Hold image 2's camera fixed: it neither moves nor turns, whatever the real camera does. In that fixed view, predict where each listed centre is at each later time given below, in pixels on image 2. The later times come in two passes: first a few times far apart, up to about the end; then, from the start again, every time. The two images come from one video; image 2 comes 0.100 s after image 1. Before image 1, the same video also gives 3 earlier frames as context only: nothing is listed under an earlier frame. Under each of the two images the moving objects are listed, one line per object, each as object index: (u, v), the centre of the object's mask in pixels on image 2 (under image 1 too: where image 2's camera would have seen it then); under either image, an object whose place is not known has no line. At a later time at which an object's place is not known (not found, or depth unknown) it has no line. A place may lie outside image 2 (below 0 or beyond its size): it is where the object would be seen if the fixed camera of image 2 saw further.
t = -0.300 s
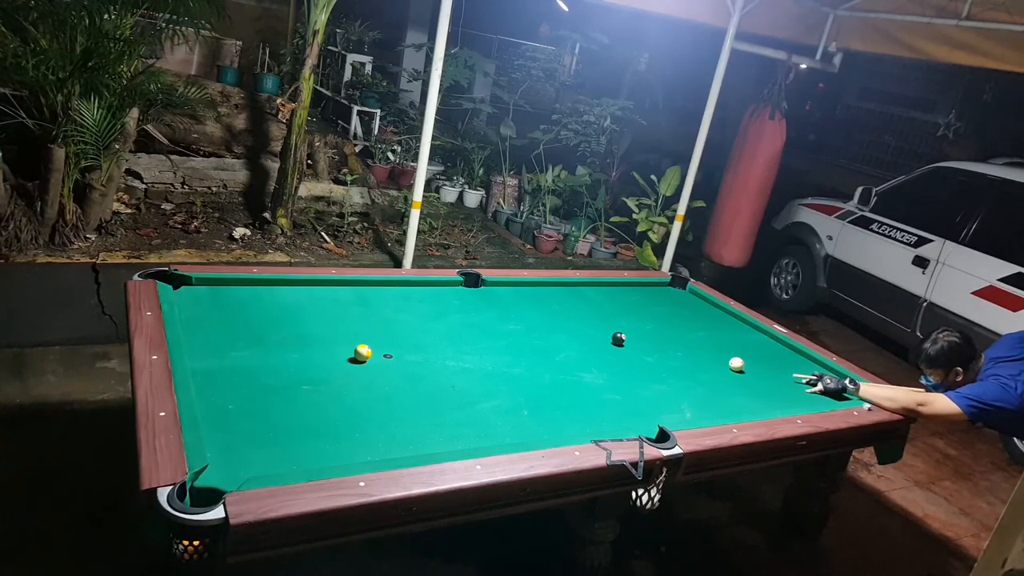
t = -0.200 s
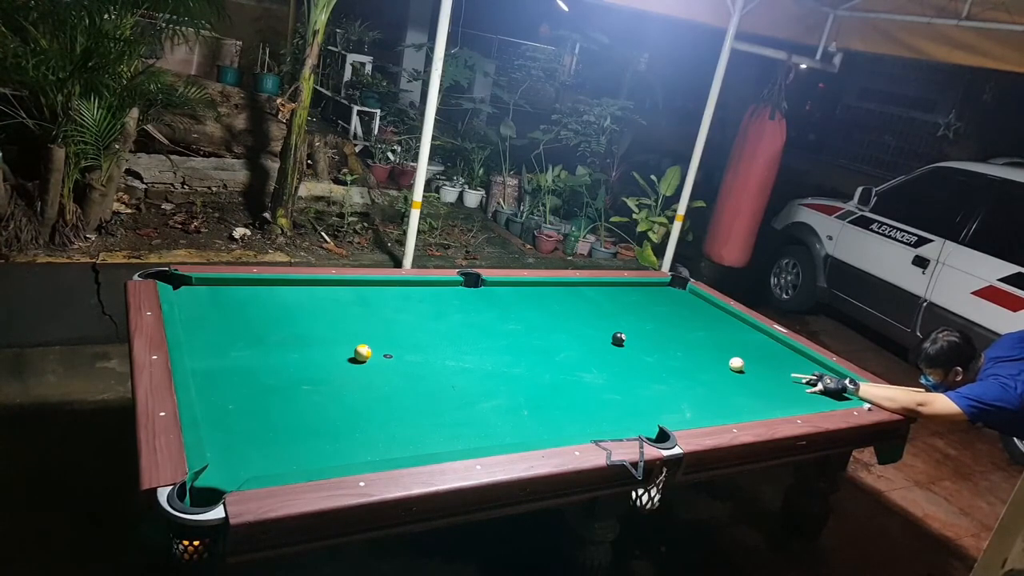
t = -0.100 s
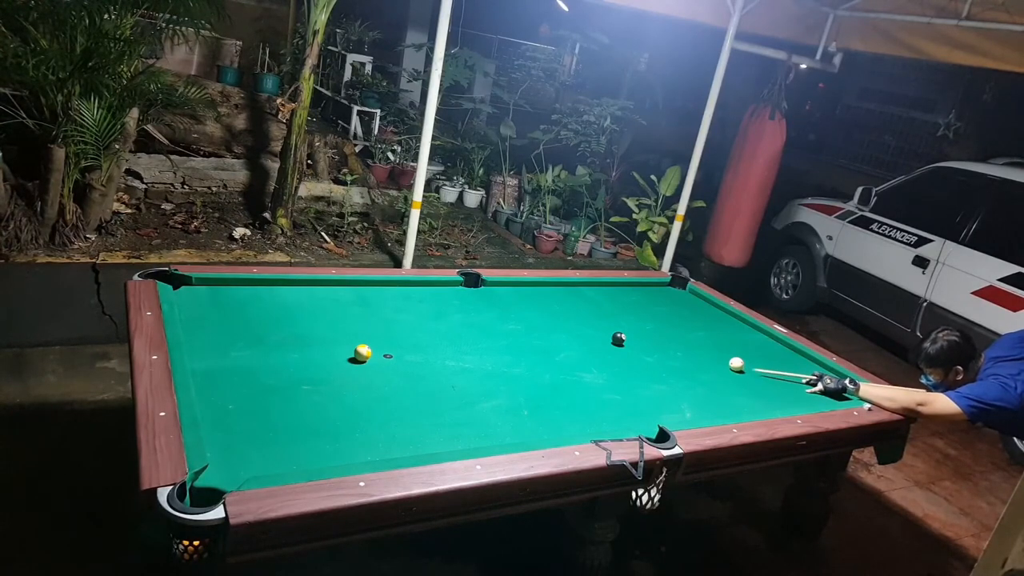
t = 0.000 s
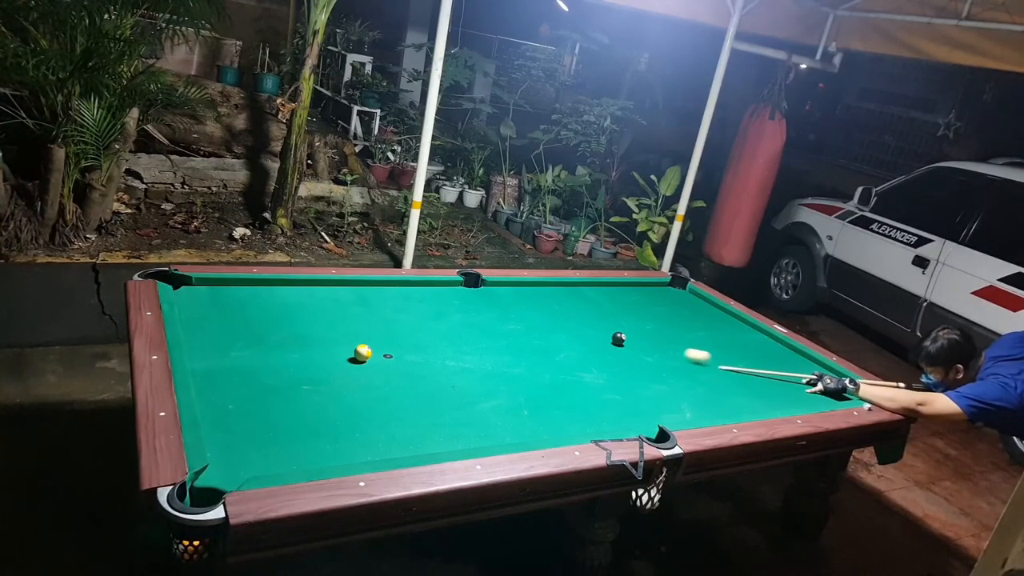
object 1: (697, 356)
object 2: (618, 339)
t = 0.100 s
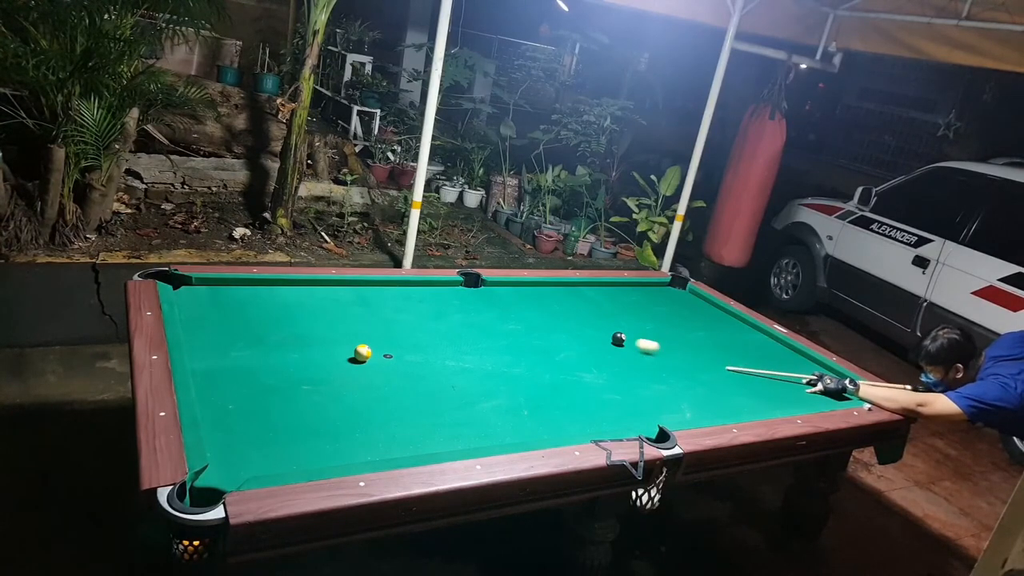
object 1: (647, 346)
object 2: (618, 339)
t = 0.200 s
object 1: (626, 346)
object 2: (597, 330)
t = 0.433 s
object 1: (617, 356)
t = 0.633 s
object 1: (610, 364)
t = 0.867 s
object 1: (602, 374)
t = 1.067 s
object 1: (595, 383)
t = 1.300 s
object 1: (586, 393)
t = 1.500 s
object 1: (579, 402)
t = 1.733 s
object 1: (570, 413)
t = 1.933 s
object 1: (562, 422)
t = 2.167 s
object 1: (553, 431)
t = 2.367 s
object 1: (542, 431)
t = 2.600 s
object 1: (529, 430)
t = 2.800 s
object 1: (519, 428)
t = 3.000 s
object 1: (510, 426)
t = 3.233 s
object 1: (501, 424)
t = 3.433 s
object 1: (494, 423)
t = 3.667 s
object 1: (487, 421)
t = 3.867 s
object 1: (484, 421)
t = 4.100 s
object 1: (481, 420)
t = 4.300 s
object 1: (481, 420)
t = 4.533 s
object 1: (481, 420)
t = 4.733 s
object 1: (481, 420)
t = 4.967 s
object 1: (481, 420)
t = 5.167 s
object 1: (481, 420)
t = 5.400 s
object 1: (481, 420)
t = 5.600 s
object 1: (481, 420)
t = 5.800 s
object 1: (481, 420)
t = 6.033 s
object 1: (481, 420)
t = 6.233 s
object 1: (481, 419)
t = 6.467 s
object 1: (481, 419)
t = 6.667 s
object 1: (481, 419)
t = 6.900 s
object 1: (481, 420)
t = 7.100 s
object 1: (481, 419)
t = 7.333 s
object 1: (481, 419)
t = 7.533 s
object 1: (481, 419)
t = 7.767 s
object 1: (481, 419)
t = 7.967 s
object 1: (481, 419)
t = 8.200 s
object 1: (481, 419)
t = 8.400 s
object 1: (481, 419)
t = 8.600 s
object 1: (481, 419)
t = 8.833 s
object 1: (481, 419)
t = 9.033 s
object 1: (481, 419)
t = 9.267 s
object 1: (481, 419)
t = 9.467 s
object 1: (481, 419)
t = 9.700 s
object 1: (481, 419)
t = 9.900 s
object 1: (481, 419)
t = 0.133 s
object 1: (634, 344)
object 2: (617, 338)
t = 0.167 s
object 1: (628, 345)
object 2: (609, 334)
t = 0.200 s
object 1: (626, 346)
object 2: (597, 330)
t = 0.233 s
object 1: (624, 348)
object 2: (587, 327)
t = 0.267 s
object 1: (623, 349)
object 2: (578, 323)
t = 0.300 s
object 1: (621, 351)
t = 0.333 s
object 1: (620, 352)
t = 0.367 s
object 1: (619, 353)
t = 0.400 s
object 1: (618, 354)
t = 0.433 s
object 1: (617, 356)
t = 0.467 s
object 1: (616, 357)
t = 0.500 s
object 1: (615, 359)
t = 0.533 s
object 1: (613, 360)
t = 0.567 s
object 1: (612, 361)
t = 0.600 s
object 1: (611, 363)
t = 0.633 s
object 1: (610, 364)
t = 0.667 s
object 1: (609, 365)
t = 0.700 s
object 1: (608, 367)
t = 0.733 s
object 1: (606, 368)
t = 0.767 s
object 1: (605, 370)
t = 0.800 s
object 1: (604, 371)
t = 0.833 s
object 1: (603, 373)
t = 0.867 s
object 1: (602, 374)
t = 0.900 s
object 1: (600, 375)
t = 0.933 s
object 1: (599, 377)
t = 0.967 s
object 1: (598, 378)
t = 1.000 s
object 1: (597, 380)
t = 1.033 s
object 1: (596, 381)
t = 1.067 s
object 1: (595, 383)
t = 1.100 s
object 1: (593, 384)
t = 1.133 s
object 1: (592, 385)
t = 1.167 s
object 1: (591, 387)
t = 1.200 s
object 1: (590, 388)
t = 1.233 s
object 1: (589, 390)
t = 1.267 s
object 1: (587, 391)
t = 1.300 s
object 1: (586, 393)
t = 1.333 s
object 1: (585, 394)
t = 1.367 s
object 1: (584, 396)
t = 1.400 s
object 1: (582, 397)
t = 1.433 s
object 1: (581, 399)
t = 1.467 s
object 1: (580, 400)
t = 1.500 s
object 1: (579, 402)
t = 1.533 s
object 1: (577, 403)
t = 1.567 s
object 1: (576, 405)
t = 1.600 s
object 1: (575, 406)
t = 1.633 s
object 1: (574, 408)
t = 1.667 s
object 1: (573, 410)
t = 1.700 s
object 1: (571, 411)
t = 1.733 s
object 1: (570, 413)
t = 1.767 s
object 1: (569, 414)
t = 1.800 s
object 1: (568, 416)
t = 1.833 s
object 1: (566, 417)
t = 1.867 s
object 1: (565, 419)
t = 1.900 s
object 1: (564, 420)
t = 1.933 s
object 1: (562, 422)
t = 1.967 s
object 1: (561, 424)
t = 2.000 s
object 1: (560, 425)
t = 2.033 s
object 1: (559, 426)
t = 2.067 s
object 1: (557, 427)
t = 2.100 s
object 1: (556, 429)
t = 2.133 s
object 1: (554, 430)
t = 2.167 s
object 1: (553, 431)
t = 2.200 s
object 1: (552, 432)
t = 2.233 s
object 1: (550, 432)
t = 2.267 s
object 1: (548, 432)
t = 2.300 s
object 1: (546, 432)
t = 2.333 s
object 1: (544, 432)
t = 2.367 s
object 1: (542, 431)
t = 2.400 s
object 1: (540, 431)
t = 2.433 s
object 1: (538, 431)
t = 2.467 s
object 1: (536, 431)
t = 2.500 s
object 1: (534, 431)
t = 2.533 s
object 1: (533, 431)
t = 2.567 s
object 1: (531, 430)
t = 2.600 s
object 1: (529, 430)
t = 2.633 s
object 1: (527, 430)
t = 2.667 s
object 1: (526, 429)
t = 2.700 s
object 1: (524, 429)
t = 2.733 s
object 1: (522, 429)
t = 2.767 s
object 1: (521, 428)
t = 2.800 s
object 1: (519, 428)
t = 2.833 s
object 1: (518, 428)
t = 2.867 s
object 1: (516, 427)
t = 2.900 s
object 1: (514, 427)
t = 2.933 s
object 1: (513, 427)
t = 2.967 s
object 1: (512, 426)
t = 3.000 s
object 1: (510, 426)
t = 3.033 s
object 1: (509, 426)
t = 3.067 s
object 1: (507, 425)
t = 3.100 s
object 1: (506, 425)
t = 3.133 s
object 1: (505, 425)
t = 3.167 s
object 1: (503, 425)
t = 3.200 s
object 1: (502, 424)
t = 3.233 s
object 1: (501, 424)
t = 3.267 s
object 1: (499, 424)
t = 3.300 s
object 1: (498, 424)
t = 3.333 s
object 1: (497, 423)
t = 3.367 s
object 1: (496, 423)
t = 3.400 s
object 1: (495, 423)
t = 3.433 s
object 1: (494, 423)
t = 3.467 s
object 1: (492, 422)
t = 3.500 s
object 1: (491, 422)
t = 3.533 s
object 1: (490, 422)
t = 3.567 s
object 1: (490, 422)
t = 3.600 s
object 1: (489, 422)
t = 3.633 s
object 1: (488, 421)
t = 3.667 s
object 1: (487, 421)
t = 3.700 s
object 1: (486, 421)
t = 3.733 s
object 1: (486, 421)
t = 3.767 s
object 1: (485, 421)
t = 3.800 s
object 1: (485, 421)
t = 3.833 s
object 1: (484, 421)
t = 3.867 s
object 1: (484, 421)
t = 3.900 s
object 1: (483, 421)
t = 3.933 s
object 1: (483, 420)
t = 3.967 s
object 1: (482, 420)
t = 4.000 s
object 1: (482, 420)
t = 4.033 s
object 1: (482, 420)
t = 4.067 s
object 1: (482, 420)
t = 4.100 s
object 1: (481, 420)
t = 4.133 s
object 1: (481, 420)
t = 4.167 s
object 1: (481, 420)
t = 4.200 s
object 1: (481, 420)
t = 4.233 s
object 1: (481, 420)
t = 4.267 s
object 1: (481, 420)
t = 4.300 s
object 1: (481, 420)
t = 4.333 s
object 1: (481, 420)
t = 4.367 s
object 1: (481, 420)
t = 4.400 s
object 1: (481, 420)
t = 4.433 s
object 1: (481, 420)
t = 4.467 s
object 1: (481, 420)
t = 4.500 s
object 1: (481, 420)
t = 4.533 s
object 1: (481, 420)
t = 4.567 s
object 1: (481, 420)
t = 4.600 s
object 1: (481, 420)
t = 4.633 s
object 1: (481, 420)
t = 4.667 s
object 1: (481, 420)
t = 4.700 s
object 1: (481, 420)
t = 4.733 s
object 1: (481, 420)
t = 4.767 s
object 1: (481, 420)
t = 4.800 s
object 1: (481, 420)
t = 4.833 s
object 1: (481, 420)
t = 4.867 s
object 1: (481, 420)
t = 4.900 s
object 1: (481, 420)
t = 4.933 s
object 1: (481, 420)
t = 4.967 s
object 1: (481, 420)
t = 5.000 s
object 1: (481, 420)
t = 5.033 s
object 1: (481, 420)
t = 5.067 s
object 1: (481, 420)
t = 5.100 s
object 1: (481, 420)
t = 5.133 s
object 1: (481, 420)
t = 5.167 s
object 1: (481, 420)
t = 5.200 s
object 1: (481, 420)
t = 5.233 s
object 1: (481, 420)
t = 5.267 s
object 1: (481, 420)
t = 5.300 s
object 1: (481, 420)
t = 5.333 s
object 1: (481, 420)
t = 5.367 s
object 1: (481, 420)
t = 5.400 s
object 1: (481, 420)
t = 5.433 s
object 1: (481, 420)
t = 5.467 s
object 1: (481, 420)
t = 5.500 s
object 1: (481, 420)
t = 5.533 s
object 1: (481, 420)
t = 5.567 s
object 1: (481, 420)
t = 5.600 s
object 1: (481, 420)
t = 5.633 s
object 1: (481, 420)
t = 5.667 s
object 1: (481, 420)
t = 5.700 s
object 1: (481, 420)
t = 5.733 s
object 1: (481, 420)
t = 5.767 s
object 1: (481, 420)
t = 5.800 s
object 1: (481, 420)
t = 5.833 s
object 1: (481, 420)
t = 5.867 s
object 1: (481, 420)
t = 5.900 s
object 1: (481, 420)
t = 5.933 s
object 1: (481, 420)
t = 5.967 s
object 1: (481, 420)
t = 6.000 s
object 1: (481, 420)
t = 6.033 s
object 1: (481, 420)
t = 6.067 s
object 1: (481, 420)
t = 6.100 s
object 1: (481, 420)
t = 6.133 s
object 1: (481, 420)
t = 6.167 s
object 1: (481, 420)
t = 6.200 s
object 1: (481, 420)
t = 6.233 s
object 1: (481, 419)
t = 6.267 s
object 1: (481, 419)
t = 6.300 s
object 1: (481, 419)
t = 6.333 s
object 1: (481, 419)
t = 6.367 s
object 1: (481, 419)
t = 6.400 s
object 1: (481, 419)
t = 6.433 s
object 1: (481, 420)
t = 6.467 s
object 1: (481, 419)
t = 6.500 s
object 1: (481, 419)
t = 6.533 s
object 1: (481, 419)
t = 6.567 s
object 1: (481, 419)
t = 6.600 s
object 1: (481, 420)
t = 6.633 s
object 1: (481, 420)
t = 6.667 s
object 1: (481, 419)
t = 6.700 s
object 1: (481, 420)
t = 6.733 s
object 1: (481, 420)
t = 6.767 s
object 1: (481, 420)
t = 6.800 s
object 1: (481, 419)
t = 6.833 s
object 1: (481, 419)
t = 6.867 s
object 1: (481, 420)
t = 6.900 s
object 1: (481, 420)
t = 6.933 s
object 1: (481, 420)
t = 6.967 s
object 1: (481, 420)
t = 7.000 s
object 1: (481, 419)
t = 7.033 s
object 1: (481, 419)
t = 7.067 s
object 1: (481, 420)
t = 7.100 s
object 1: (481, 419)
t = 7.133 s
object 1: (481, 419)
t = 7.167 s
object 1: (481, 419)
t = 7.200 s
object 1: (481, 419)
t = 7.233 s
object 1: (481, 419)
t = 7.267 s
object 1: (481, 420)
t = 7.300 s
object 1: (481, 419)
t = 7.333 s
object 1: (481, 419)
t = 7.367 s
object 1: (481, 419)
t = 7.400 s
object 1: (481, 419)
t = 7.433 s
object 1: (481, 419)
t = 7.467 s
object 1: (481, 419)
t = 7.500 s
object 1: (481, 419)
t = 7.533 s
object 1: (481, 419)
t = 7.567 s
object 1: (481, 419)
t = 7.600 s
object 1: (481, 419)
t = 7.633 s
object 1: (481, 419)
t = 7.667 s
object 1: (481, 419)
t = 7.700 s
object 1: (481, 419)
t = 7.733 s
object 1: (481, 419)
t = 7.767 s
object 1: (481, 419)
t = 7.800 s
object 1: (481, 419)
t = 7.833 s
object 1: (481, 419)
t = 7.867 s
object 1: (481, 419)
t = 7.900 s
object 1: (481, 419)
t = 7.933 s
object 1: (481, 419)
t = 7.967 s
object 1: (481, 419)
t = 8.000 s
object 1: (481, 419)
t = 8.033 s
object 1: (481, 419)
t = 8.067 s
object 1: (481, 419)
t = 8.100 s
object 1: (481, 419)
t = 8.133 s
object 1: (481, 419)
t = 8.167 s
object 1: (481, 419)
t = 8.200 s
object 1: (481, 419)
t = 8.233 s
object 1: (481, 419)
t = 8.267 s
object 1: (481, 419)
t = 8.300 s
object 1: (481, 419)
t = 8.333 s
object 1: (481, 419)
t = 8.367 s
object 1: (481, 419)
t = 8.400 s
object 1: (481, 419)
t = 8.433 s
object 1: (481, 419)
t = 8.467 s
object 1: (481, 419)
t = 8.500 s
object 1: (481, 419)
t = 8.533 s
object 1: (481, 419)
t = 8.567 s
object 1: (481, 419)
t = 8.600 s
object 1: (481, 419)
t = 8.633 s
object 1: (481, 419)
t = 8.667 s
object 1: (481, 419)
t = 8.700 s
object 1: (481, 419)
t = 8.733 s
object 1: (481, 419)
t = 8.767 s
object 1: (481, 419)
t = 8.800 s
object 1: (481, 419)
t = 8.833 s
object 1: (481, 419)
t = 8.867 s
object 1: (481, 419)
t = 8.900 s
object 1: (481, 419)
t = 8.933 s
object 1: (481, 419)
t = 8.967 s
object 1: (481, 419)
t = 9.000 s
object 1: (481, 419)
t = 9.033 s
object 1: (481, 419)
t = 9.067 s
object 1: (481, 419)
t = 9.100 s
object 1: (481, 419)
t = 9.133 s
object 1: (481, 419)
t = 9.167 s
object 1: (481, 419)
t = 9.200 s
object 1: (481, 419)
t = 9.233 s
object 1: (481, 419)
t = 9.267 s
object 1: (481, 419)
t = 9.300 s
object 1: (481, 419)
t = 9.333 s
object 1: (481, 419)
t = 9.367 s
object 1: (481, 419)
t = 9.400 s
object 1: (481, 419)
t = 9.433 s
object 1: (481, 419)
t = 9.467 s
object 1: (481, 419)
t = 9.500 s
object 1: (481, 419)
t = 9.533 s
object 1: (481, 419)
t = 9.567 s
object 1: (481, 419)
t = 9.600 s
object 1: (481, 419)
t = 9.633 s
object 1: (481, 419)
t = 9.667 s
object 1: (481, 419)
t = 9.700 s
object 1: (481, 419)
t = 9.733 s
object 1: (481, 419)
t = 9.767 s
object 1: (481, 419)
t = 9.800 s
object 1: (481, 419)
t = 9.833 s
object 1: (481, 419)
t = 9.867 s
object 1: (481, 419)
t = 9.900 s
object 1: (481, 419)
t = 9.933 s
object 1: (481, 419)
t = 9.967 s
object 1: (481, 419)
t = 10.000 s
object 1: (481, 419)
